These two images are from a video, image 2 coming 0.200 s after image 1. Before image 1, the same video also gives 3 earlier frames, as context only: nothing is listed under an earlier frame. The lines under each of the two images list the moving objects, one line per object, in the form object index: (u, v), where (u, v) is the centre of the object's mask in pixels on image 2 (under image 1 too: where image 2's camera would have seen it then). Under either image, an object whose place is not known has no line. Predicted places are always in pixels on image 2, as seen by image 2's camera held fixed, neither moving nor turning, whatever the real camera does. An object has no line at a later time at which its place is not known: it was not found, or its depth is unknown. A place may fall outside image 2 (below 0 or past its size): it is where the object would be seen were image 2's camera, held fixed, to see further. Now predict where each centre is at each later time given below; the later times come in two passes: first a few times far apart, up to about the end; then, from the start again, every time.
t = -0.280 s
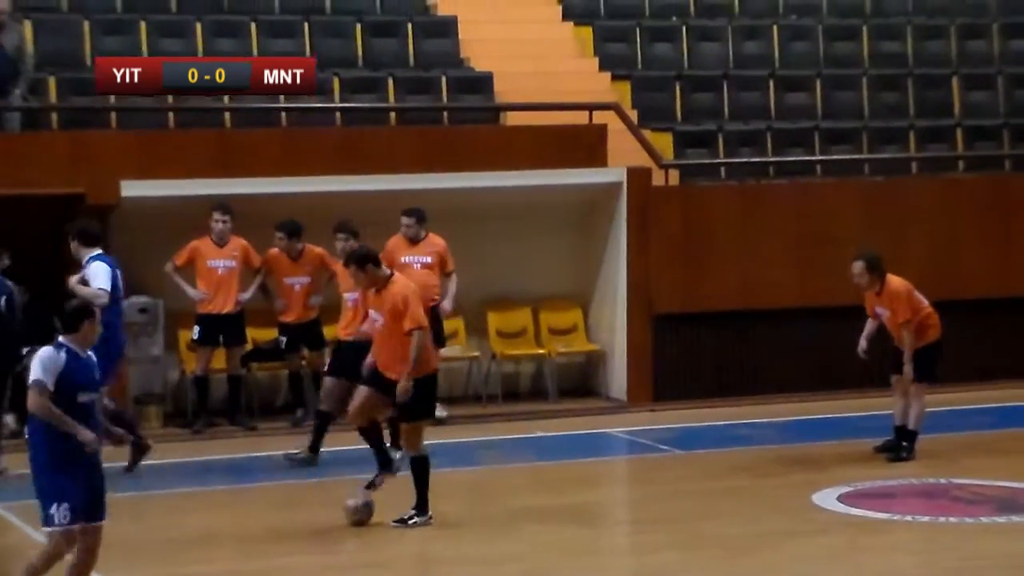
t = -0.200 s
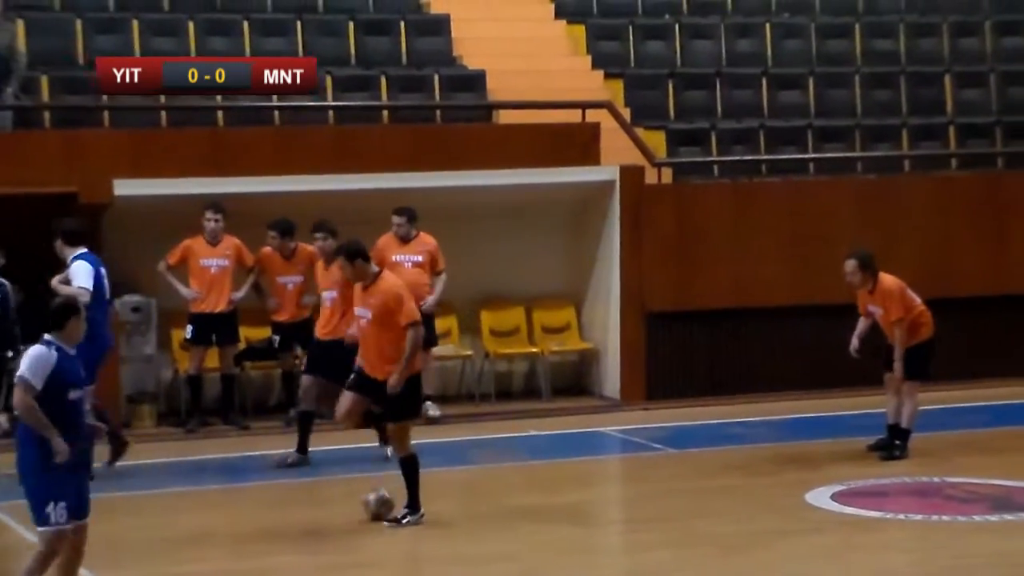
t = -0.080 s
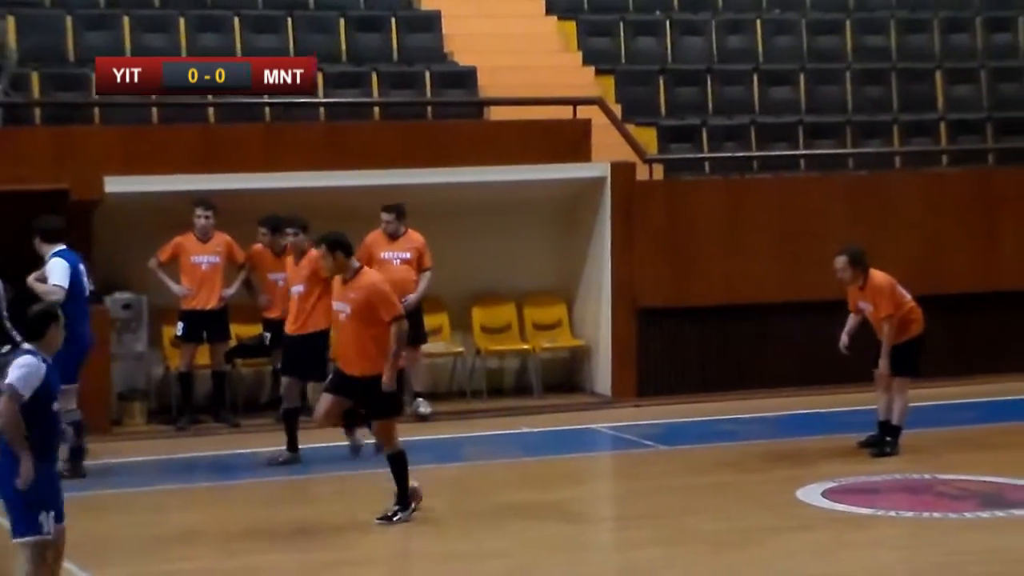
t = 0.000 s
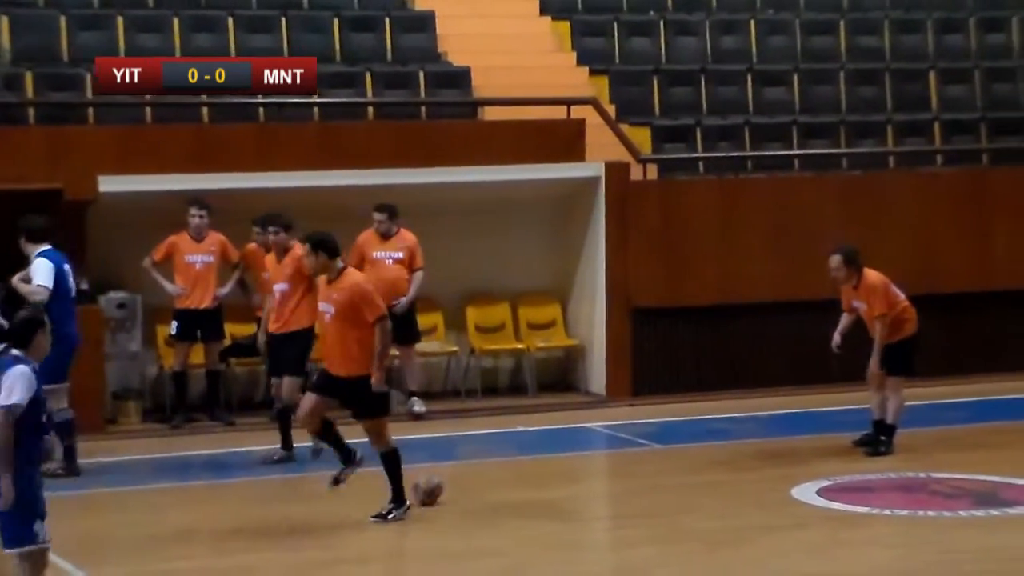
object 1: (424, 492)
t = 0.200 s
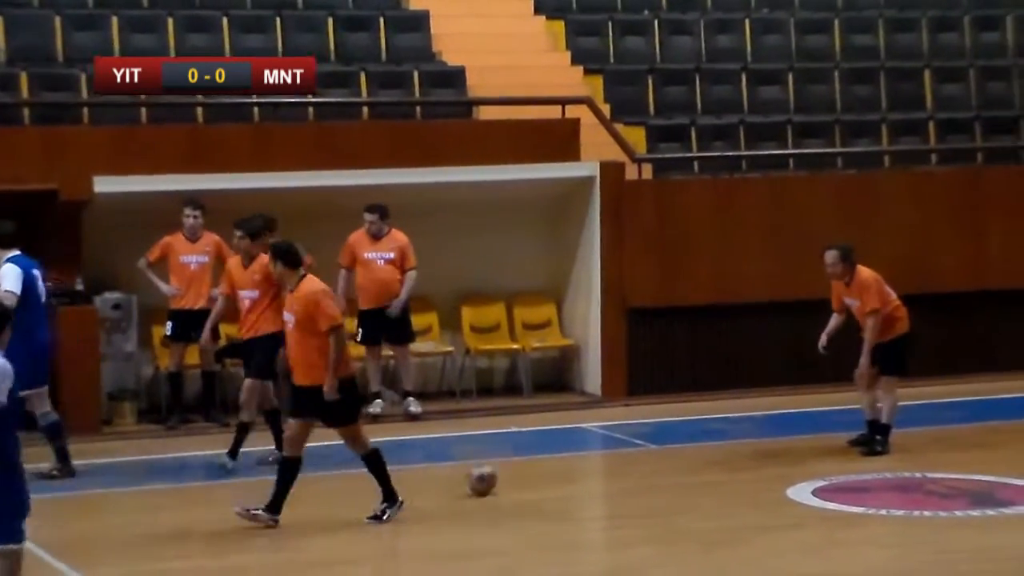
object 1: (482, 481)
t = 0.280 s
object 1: (504, 477)
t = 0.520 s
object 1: (569, 467)
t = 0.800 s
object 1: (639, 455)
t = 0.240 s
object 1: (493, 480)
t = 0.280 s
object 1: (504, 477)
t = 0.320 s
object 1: (515, 475)
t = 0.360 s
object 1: (526, 474)
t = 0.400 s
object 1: (538, 472)
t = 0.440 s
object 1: (548, 470)
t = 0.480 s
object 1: (558, 469)
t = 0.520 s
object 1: (569, 467)
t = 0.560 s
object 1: (579, 464)
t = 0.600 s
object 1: (589, 464)
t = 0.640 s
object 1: (600, 462)
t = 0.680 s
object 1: (609, 460)
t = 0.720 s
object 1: (619, 459)
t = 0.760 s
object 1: (629, 457)
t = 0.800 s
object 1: (639, 455)
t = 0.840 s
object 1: (648, 453)
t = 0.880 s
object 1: (658, 452)
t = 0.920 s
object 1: (667, 450)
